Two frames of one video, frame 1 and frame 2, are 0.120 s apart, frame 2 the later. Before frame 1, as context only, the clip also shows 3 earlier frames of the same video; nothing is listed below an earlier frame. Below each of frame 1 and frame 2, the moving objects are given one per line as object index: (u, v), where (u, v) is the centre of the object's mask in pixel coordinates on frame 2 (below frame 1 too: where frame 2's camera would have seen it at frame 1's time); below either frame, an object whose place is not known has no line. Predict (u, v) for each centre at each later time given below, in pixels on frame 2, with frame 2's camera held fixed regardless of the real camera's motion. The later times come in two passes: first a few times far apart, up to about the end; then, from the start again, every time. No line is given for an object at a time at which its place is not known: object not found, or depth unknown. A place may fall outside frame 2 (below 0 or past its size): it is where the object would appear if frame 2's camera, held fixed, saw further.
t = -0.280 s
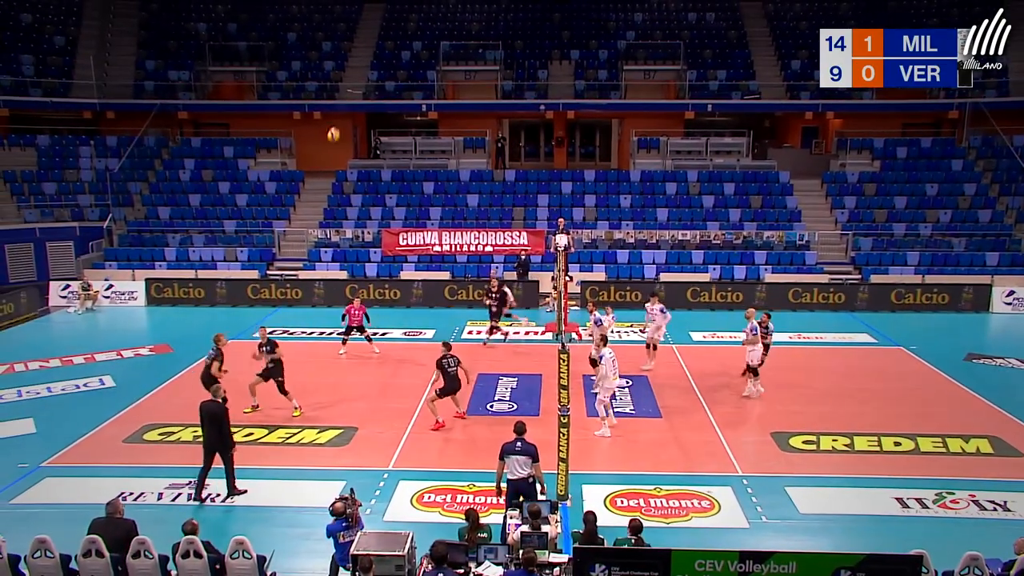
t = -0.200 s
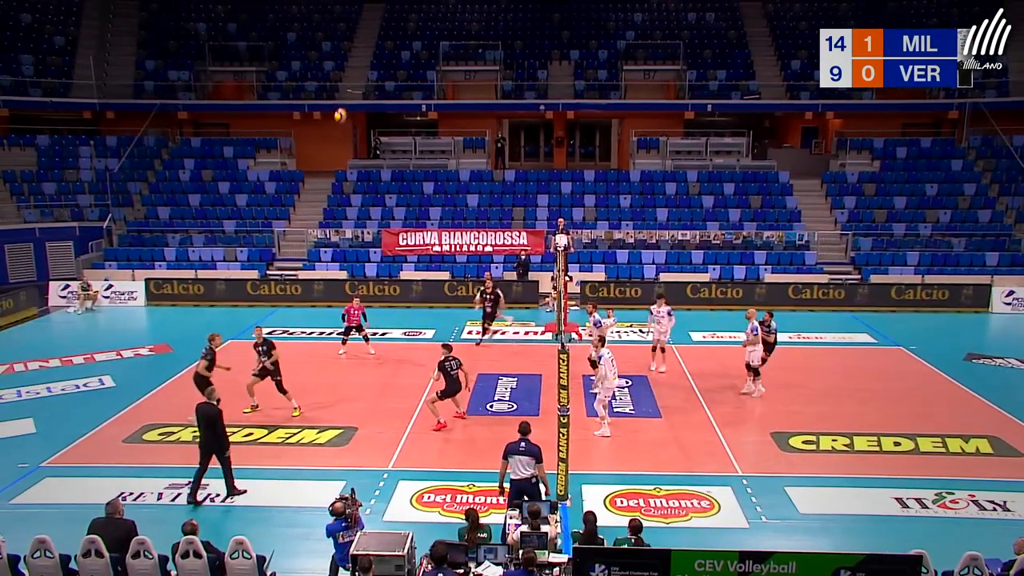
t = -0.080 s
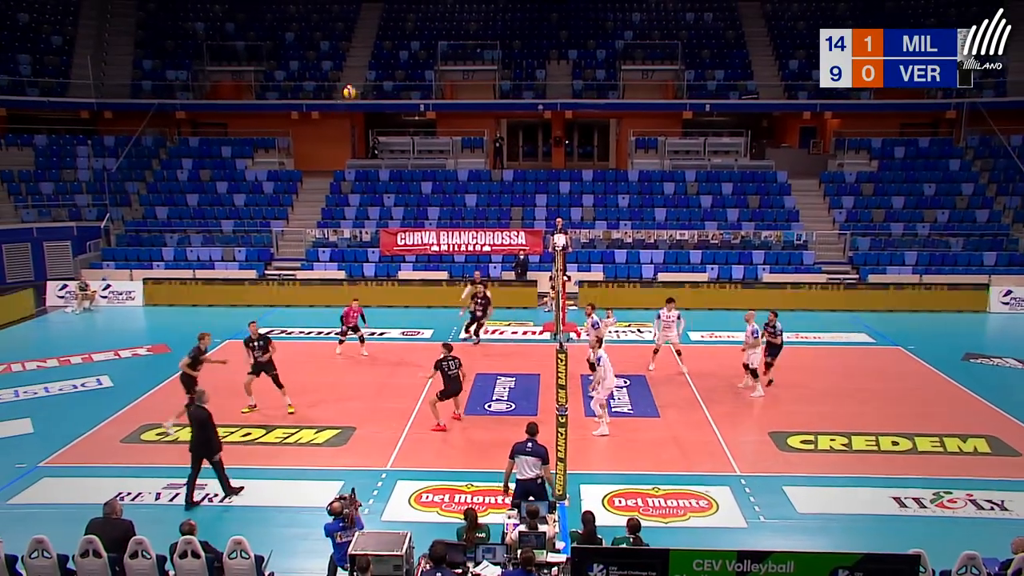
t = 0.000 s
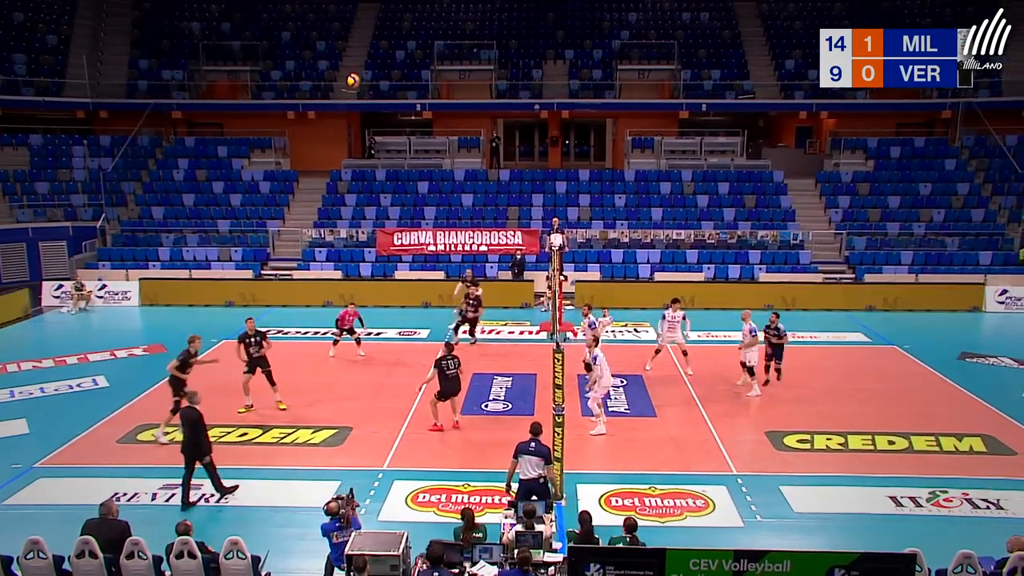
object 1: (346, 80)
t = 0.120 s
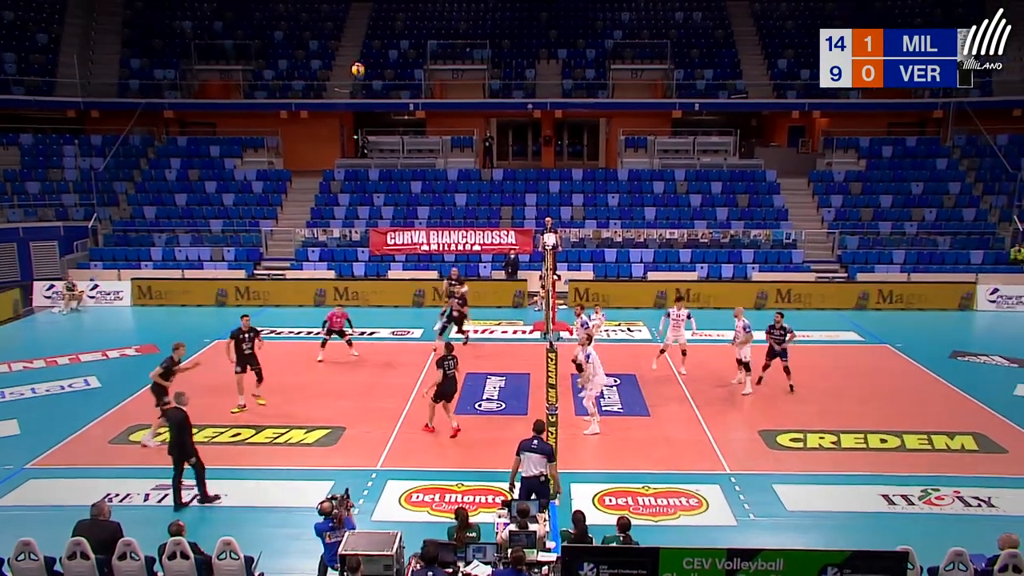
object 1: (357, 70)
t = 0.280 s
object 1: (372, 68)
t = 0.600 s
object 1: (405, 110)
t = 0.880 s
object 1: (437, 195)
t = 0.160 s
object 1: (361, 67)
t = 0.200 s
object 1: (365, 67)
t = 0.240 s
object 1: (369, 67)
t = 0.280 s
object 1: (372, 68)
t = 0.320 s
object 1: (376, 70)
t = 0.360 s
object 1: (380, 73)
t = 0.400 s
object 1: (384, 76)
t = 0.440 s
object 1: (388, 81)
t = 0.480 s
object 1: (392, 86)
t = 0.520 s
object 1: (396, 93)
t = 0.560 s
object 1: (400, 101)
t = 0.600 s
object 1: (405, 110)
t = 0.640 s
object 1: (409, 119)
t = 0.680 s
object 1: (413, 128)
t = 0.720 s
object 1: (418, 140)
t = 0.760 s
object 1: (422, 152)
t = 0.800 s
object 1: (427, 166)
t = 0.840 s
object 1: (432, 180)
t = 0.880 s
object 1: (437, 195)
